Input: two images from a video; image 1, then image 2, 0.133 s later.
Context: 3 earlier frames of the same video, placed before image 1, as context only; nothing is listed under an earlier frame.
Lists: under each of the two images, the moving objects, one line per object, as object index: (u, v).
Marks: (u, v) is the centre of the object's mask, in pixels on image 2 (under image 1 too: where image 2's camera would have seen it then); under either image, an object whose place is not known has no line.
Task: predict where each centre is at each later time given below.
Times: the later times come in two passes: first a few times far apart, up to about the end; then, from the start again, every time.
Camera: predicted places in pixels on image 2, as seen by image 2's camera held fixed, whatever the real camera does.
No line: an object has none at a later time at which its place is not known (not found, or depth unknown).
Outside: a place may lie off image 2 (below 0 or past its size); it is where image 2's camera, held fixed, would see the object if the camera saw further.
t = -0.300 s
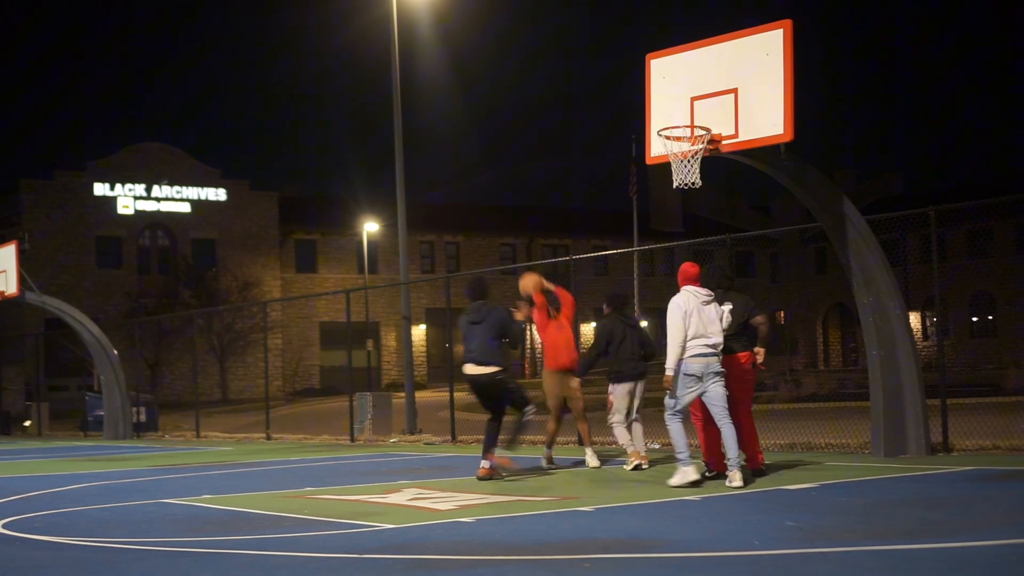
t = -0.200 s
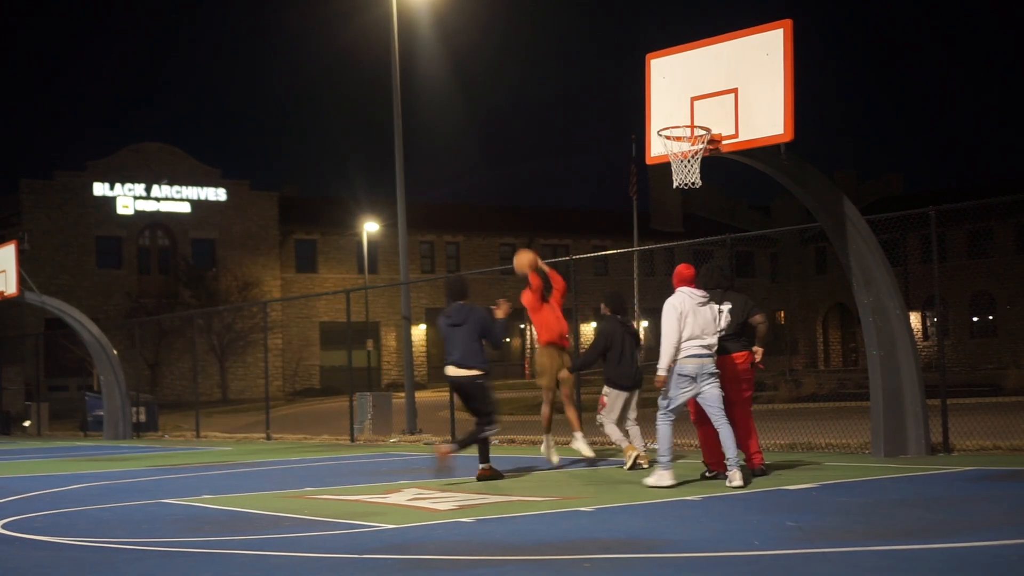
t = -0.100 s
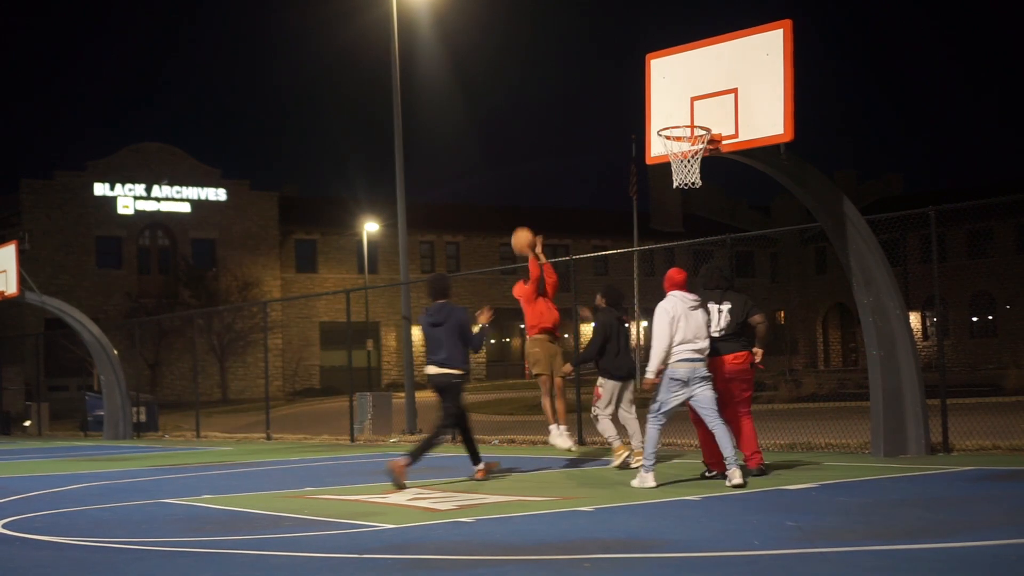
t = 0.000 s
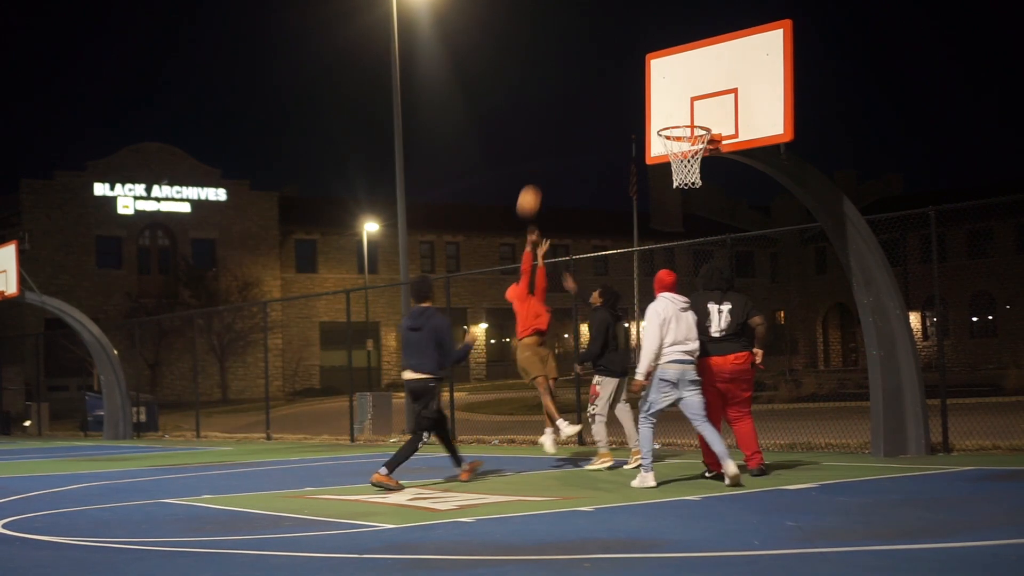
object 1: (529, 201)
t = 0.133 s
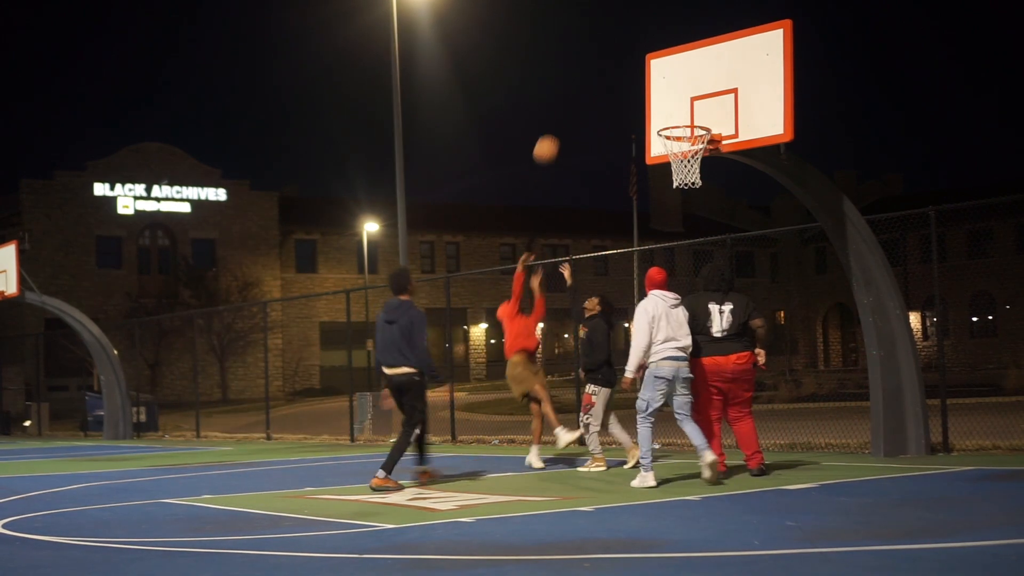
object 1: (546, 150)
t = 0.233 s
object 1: (560, 121)
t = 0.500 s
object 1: (599, 91)
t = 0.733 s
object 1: (636, 123)
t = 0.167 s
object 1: (551, 139)
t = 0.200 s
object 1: (555, 129)
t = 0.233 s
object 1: (560, 121)
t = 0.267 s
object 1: (564, 114)
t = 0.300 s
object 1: (569, 107)
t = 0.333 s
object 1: (574, 102)
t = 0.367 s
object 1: (579, 97)
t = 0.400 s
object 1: (584, 94)
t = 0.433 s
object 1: (589, 92)
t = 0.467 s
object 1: (594, 91)
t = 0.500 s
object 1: (599, 91)
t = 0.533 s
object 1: (604, 93)
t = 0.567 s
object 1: (610, 95)
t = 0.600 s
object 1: (615, 98)
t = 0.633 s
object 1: (621, 103)
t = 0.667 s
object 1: (626, 109)
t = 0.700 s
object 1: (631, 116)
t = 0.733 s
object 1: (636, 123)
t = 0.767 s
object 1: (642, 132)
